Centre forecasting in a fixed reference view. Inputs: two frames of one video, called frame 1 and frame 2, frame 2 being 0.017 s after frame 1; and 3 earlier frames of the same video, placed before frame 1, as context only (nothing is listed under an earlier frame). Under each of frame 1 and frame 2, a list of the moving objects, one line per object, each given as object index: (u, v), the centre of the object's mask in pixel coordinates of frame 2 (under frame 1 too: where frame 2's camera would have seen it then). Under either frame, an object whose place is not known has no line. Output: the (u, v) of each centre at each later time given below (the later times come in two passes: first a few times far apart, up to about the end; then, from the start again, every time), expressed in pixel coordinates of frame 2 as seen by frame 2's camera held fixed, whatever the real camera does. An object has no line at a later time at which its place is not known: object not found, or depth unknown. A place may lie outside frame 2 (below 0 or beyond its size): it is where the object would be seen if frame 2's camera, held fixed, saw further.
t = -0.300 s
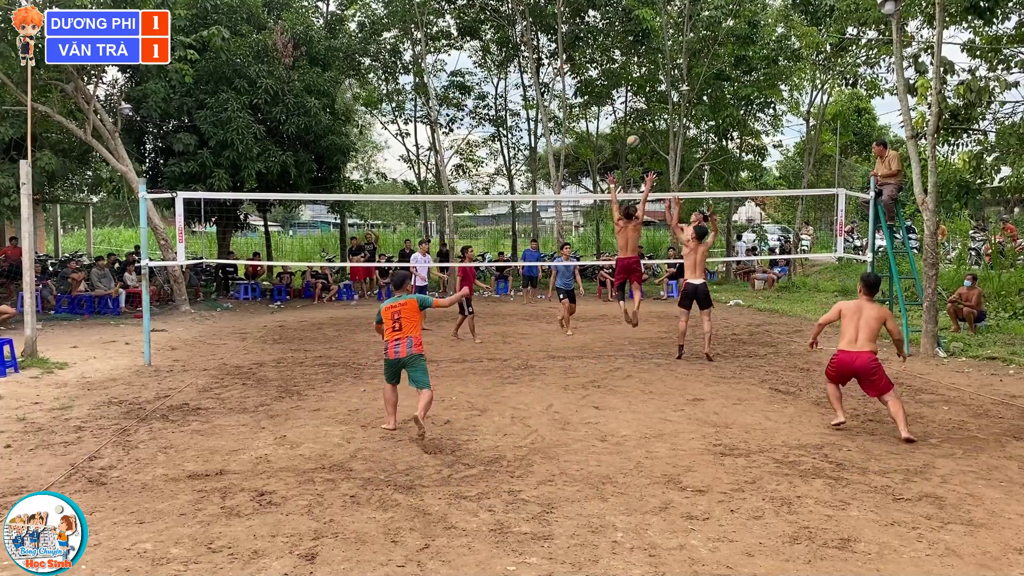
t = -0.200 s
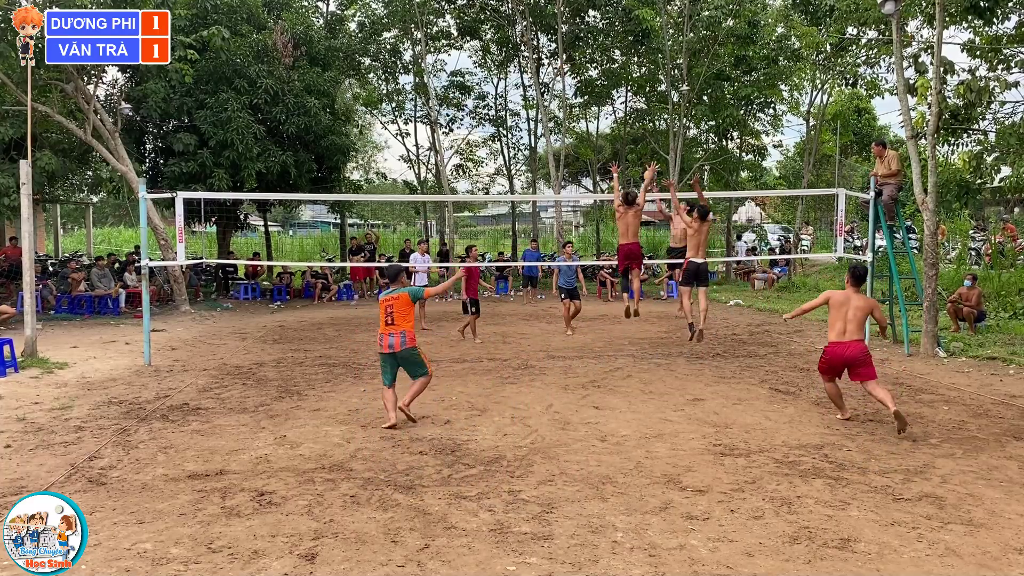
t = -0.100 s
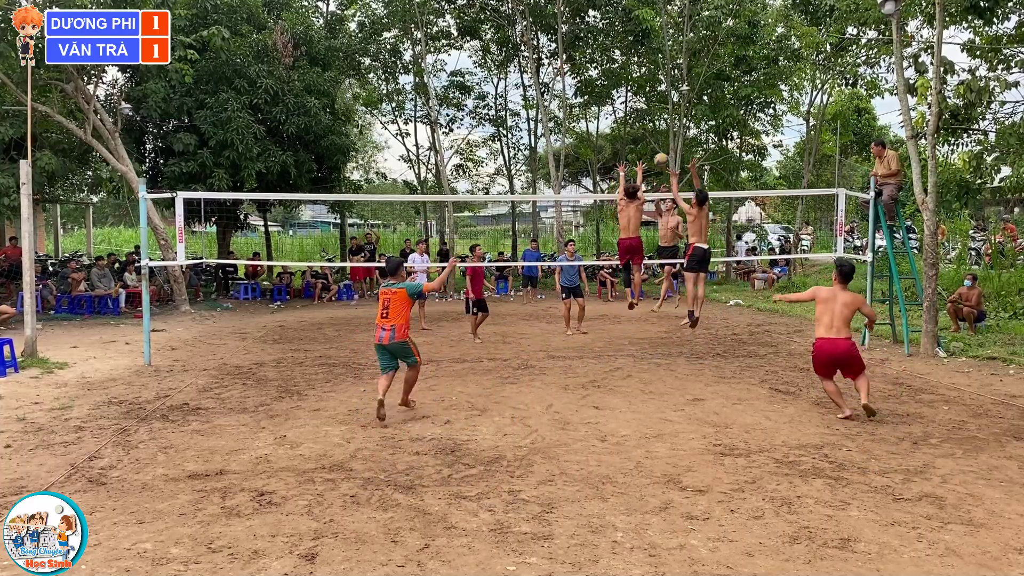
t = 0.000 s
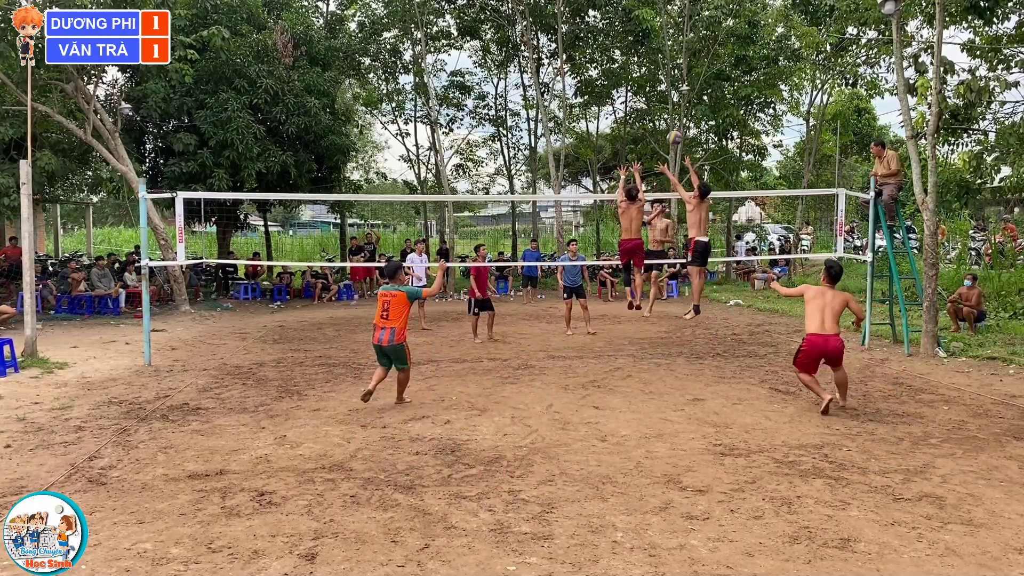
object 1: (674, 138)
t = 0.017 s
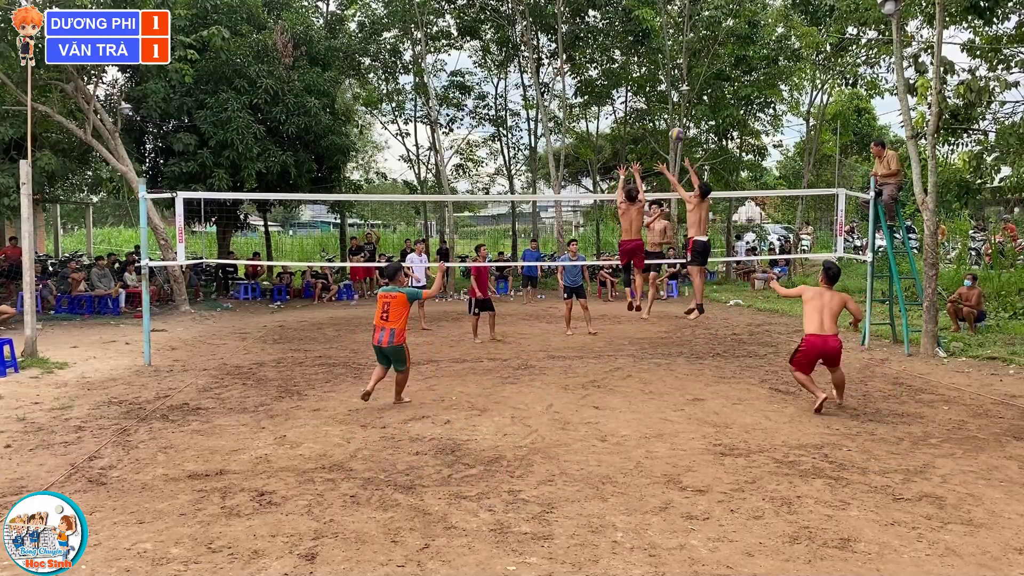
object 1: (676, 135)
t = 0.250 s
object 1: (717, 110)
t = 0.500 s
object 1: (779, 138)
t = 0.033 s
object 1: (680, 132)
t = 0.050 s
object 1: (681, 130)
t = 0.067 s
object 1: (685, 127)
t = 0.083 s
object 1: (687, 124)
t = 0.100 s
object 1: (690, 122)
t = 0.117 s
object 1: (692, 120)
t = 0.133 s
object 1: (695, 117)
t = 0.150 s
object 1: (698, 116)
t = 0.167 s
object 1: (701, 113)
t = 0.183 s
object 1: (704, 113)
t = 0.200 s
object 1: (708, 111)
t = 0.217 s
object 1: (711, 111)
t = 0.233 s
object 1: (714, 110)
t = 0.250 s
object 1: (717, 110)
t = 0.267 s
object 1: (720, 109)
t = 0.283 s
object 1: (724, 109)
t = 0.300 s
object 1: (728, 110)
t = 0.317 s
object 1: (731, 110)
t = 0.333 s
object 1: (735, 111)
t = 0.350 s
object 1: (739, 112)
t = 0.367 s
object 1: (743, 114)
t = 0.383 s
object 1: (747, 116)
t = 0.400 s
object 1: (751, 118)
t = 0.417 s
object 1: (756, 120)
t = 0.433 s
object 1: (761, 123)
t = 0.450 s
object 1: (765, 126)
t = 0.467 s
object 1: (769, 130)
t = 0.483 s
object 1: (774, 134)
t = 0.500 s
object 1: (779, 138)
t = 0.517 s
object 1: (784, 143)
